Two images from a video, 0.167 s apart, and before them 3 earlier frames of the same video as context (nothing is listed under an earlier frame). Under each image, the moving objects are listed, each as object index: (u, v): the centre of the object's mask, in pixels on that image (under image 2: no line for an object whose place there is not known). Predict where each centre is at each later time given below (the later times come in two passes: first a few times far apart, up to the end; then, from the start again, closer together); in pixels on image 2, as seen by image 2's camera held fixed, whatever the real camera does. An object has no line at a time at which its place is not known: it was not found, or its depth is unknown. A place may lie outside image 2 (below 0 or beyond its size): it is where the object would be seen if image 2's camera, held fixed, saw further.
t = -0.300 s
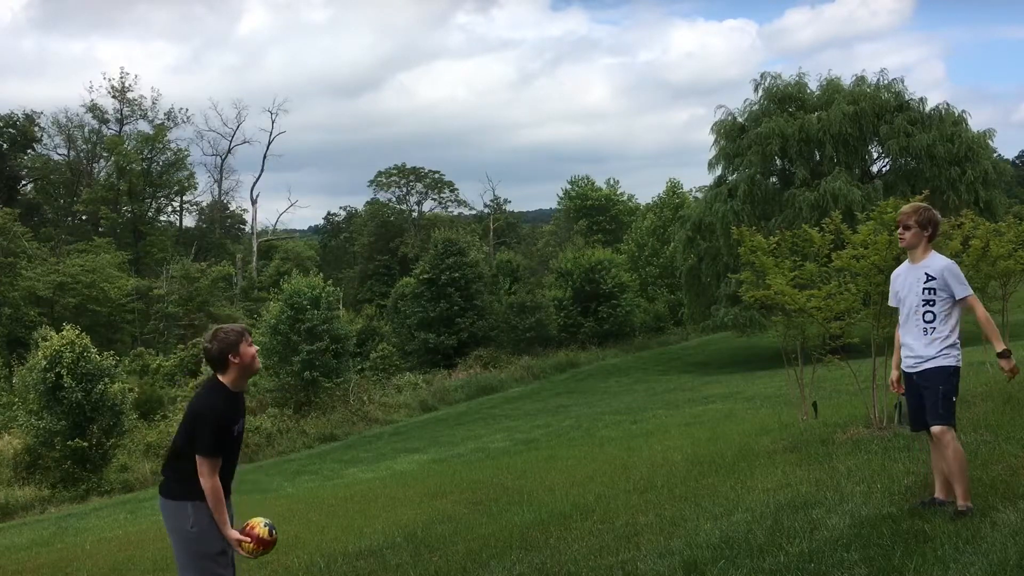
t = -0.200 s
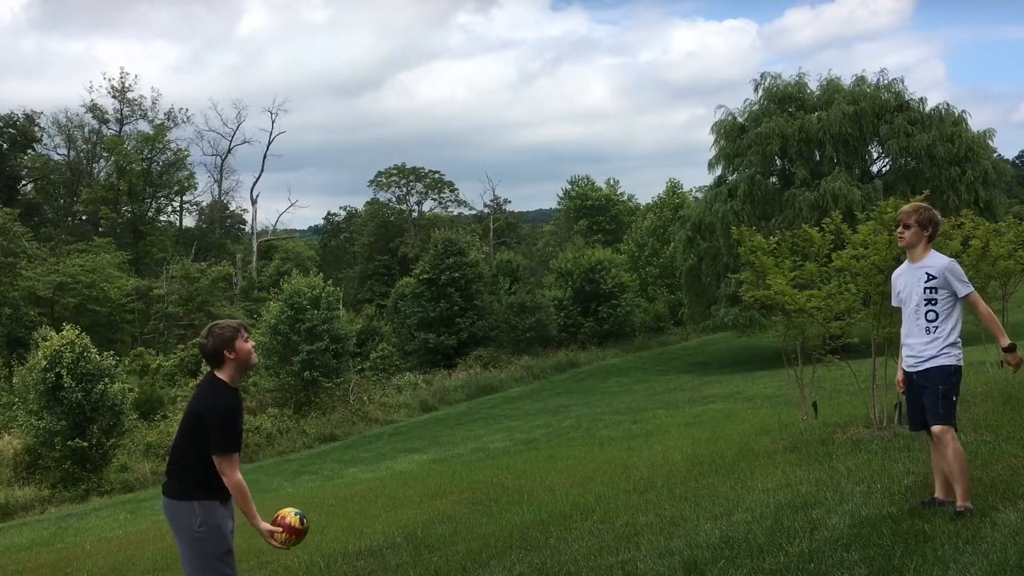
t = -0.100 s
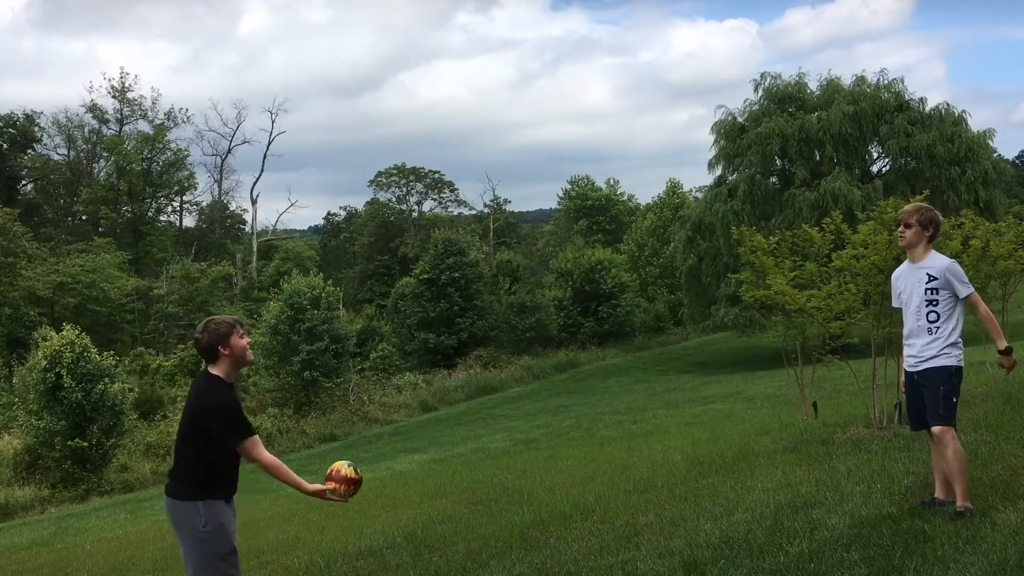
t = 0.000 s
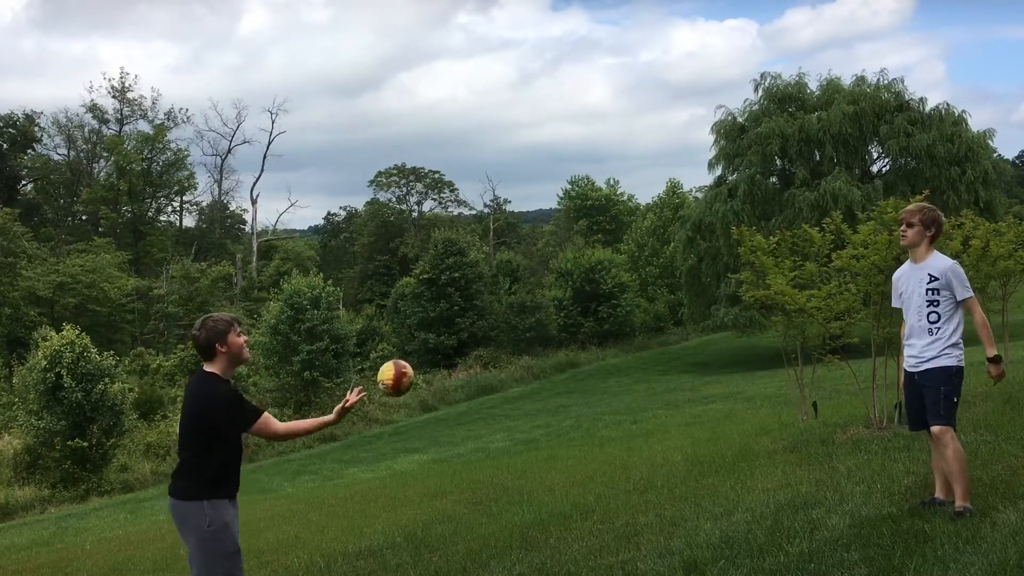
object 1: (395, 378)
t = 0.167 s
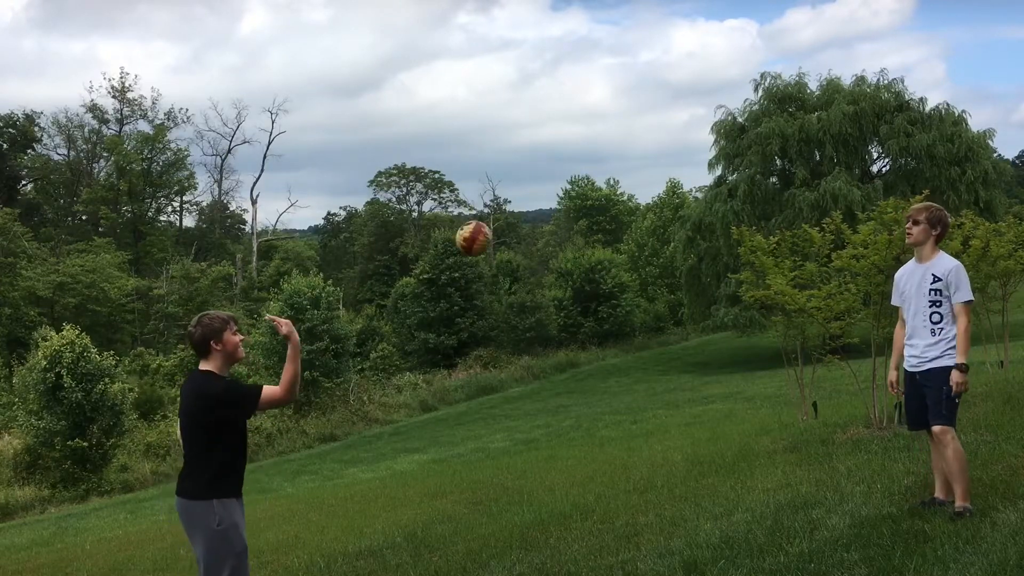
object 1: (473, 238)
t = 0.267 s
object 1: (519, 189)
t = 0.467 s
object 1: (611, 151)
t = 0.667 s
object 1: (697, 191)
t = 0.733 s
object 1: (726, 219)
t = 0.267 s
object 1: (519, 189)
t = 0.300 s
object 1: (534, 177)
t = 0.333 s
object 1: (549, 167)
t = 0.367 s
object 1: (564, 159)
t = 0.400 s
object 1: (580, 154)
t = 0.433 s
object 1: (595, 151)
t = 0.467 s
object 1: (611, 151)
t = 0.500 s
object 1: (626, 153)
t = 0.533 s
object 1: (640, 157)
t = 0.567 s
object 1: (655, 163)
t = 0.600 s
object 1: (669, 170)
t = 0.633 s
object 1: (683, 180)
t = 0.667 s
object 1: (697, 191)
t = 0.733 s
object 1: (726, 219)
